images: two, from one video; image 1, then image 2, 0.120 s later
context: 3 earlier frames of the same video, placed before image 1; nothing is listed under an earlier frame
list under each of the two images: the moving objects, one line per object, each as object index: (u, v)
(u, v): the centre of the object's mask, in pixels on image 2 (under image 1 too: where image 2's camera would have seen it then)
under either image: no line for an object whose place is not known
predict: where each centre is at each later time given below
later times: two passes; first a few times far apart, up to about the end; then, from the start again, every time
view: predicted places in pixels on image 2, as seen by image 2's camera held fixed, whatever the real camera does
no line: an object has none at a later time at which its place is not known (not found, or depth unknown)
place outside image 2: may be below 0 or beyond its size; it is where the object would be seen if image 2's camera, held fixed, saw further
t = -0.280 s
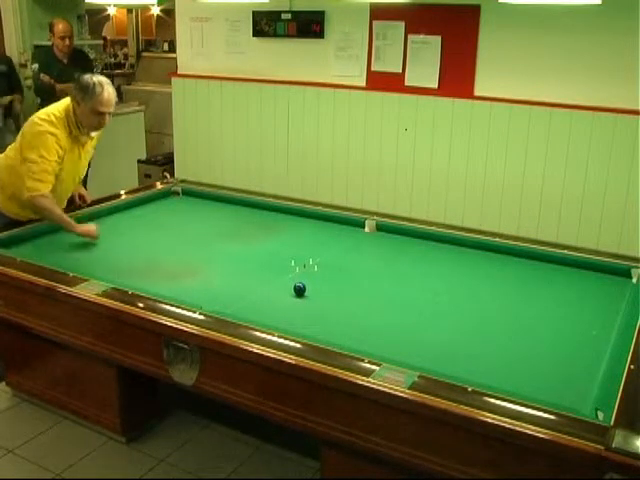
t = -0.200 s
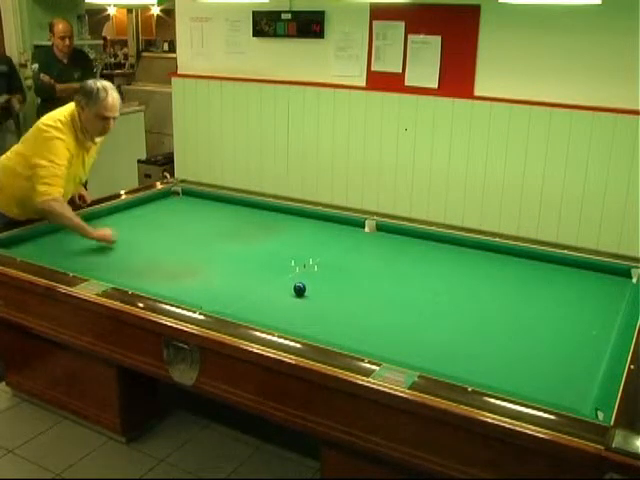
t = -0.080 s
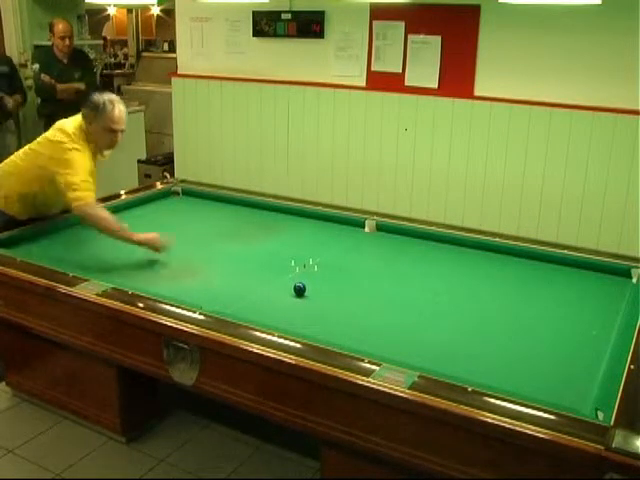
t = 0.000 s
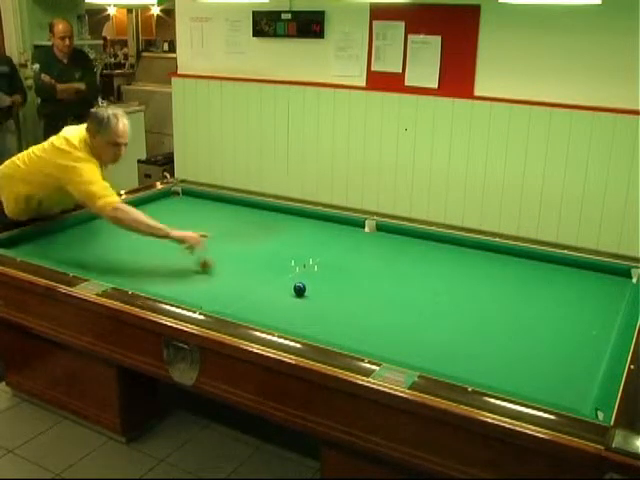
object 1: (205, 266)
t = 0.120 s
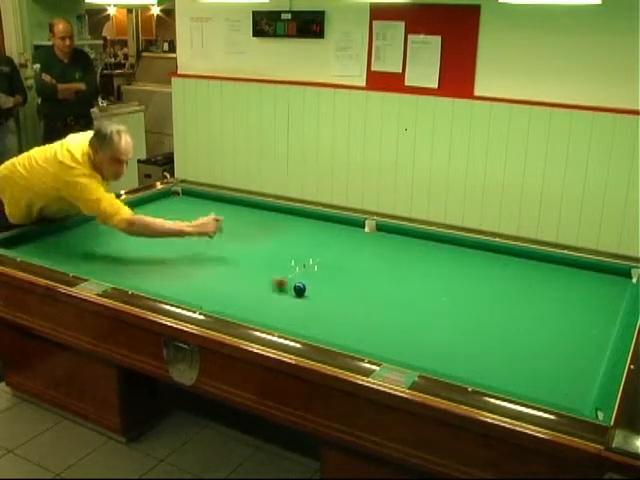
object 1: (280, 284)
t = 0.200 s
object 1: (295, 283)
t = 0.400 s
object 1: (318, 295)
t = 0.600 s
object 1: (342, 302)
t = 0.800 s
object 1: (367, 310)
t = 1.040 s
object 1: (398, 320)
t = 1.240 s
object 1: (425, 328)
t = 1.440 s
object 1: (452, 336)
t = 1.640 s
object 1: (480, 344)
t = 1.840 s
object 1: (509, 353)
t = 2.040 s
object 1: (539, 362)
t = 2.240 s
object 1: (570, 371)
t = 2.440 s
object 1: (592, 377)
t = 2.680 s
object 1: (569, 372)
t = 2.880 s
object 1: (551, 369)
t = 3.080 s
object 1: (534, 365)
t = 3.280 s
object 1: (518, 362)
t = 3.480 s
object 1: (503, 358)
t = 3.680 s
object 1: (489, 355)
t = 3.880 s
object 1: (475, 353)
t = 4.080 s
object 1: (463, 350)
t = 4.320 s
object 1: (448, 346)
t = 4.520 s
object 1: (437, 344)
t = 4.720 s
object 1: (427, 341)
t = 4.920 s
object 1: (417, 339)
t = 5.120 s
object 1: (407, 337)
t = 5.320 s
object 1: (399, 335)
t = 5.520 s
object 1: (391, 333)
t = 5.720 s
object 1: (384, 331)
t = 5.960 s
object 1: (376, 329)
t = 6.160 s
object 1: (370, 327)
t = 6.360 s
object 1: (364, 326)
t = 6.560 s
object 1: (358, 324)
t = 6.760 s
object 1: (354, 324)
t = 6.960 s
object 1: (349, 322)
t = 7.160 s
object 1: (345, 321)
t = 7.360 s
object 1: (341, 320)
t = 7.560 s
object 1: (337, 319)
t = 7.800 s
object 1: (334, 318)
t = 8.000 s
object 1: (332, 317)
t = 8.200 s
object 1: (331, 317)
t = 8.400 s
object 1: (330, 317)
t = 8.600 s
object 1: (329, 317)
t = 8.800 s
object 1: (330, 317)
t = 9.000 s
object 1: (330, 317)
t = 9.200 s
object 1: (330, 317)
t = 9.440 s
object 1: (330, 317)
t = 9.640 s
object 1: (330, 317)
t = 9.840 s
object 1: (330, 317)
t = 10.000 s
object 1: (330, 317)
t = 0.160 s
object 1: (290, 282)
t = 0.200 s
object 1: (295, 283)
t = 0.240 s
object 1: (299, 287)
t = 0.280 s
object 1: (304, 289)
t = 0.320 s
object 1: (308, 290)
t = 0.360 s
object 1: (313, 294)
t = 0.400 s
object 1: (318, 295)
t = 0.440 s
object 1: (322, 296)
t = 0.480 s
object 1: (327, 298)
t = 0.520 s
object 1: (332, 299)
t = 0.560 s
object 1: (337, 301)
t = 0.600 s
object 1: (342, 302)
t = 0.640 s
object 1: (346, 304)
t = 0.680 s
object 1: (352, 305)
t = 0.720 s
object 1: (357, 307)
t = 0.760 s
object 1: (362, 308)
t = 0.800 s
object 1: (367, 310)
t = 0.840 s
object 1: (372, 312)
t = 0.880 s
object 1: (377, 313)
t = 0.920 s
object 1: (382, 315)
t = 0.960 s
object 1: (388, 317)
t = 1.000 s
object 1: (392, 318)
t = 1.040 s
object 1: (398, 320)
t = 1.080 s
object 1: (403, 321)
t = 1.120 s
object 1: (408, 322)
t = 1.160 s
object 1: (414, 325)
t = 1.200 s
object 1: (419, 327)
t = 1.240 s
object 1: (425, 328)
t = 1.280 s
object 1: (430, 329)
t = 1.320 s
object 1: (435, 331)
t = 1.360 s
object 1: (440, 332)
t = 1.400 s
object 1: (446, 334)
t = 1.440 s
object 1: (452, 336)
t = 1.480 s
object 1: (457, 338)
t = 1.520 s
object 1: (463, 339)
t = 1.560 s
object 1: (469, 341)
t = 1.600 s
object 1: (474, 343)
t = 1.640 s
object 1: (480, 344)
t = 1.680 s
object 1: (486, 346)
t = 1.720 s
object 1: (492, 348)
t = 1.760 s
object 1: (498, 350)
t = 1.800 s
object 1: (503, 351)
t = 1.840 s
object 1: (509, 353)
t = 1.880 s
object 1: (515, 355)
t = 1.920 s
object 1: (521, 356)
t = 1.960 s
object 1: (527, 358)
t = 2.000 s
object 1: (533, 360)
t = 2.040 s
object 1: (539, 362)
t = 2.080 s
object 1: (545, 363)
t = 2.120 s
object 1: (551, 365)
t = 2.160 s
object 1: (557, 367)
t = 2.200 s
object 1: (563, 369)
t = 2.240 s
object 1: (570, 371)
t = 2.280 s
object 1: (576, 372)
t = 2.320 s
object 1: (582, 374)
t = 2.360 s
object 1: (588, 376)
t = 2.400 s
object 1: (594, 378)
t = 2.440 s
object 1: (592, 377)
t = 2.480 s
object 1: (588, 376)
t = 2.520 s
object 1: (584, 376)
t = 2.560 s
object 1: (580, 375)
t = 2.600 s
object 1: (577, 374)
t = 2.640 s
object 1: (573, 373)
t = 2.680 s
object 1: (569, 372)
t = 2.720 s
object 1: (565, 371)
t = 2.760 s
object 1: (562, 371)
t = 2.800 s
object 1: (558, 370)
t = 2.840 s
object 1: (555, 369)
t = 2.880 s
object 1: (551, 369)
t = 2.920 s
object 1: (548, 368)
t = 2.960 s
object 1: (544, 367)
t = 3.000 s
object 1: (541, 367)
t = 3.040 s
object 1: (538, 366)
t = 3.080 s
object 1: (534, 365)
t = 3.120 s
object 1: (531, 364)
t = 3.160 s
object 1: (528, 364)
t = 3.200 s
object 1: (524, 363)
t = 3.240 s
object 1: (521, 362)
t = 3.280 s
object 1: (518, 362)
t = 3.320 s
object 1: (515, 361)
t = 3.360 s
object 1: (512, 360)
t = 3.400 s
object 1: (509, 360)
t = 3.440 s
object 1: (506, 359)
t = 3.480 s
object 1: (503, 358)
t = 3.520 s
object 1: (500, 358)
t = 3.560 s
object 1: (497, 357)
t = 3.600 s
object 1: (494, 356)
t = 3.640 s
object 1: (492, 356)
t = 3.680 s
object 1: (489, 355)
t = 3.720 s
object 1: (486, 355)
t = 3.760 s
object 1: (483, 354)
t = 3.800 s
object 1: (481, 353)
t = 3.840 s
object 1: (478, 353)
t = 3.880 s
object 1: (475, 353)
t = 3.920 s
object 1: (473, 352)
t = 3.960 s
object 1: (470, 351)
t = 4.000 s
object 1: (467, 351)
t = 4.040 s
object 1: (465, 350)
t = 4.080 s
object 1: (463, 350)
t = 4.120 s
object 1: (460, 349)
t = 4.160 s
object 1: (458, 348)
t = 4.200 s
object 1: (455, 348)
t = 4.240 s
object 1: (453, 347)
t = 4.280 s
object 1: (451, 347)
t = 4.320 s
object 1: (448, 346)
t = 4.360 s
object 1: (446, 346)
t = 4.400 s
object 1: (444, 345)
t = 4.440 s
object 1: (441, 345)
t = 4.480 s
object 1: (439, 344)
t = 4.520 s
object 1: (437, 344)
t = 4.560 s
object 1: (435, 343)
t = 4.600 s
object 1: (433, 343)
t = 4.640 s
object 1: (431, 342)
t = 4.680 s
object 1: (429, 342)
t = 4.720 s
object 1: (427, 341)
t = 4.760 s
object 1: (425, 341)
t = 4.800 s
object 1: (423, 340)
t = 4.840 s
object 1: (421, 340)
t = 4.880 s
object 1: (419, 340)
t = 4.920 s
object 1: (417, 339)
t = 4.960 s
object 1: (415, 339)
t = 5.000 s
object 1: (413, 338)
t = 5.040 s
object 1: (411, 338)
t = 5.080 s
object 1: (409, 337)
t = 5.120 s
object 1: (407, 337)
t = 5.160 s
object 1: (406, 337)
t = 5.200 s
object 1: (404, 336)
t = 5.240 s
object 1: (402, 336)
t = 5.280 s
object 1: (400, 336)
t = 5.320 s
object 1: (399, 335)
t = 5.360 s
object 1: (397, 335)
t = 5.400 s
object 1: (395, 334)
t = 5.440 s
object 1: (394, 334)
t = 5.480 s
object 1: (393, 334)
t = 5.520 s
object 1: (391, 333)
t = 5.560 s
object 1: (389, 333)
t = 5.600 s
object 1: (388, 333)
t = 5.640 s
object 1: (386, 332)
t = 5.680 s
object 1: (385, 332)
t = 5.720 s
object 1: (384, 331)
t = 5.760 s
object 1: (382, 331)
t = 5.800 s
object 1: (381, 331)
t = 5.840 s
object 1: (380, 330)
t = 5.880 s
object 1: (378, 330)
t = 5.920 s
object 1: (377, 330)
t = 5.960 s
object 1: (376, 329)
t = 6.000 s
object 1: (374, 329)
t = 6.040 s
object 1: (373, 329)
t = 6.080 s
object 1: (372, 328)
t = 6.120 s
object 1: (371, 328)
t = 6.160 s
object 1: (370, 327)
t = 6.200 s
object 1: (369, 327)
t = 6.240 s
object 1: (367, 327)
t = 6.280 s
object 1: (366, 327)
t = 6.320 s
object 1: (365, 326)
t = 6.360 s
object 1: (364, 326)
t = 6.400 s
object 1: (363, 326)
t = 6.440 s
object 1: (362, 326)
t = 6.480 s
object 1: (360, 325)
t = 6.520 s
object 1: (360, 325)
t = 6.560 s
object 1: (358, 324)
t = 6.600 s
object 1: (358, 324)
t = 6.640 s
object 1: (357, 324)
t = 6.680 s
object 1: (356, 324)
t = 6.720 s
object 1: (355, 324)
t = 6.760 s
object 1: (354, 324)
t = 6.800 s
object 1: (353, 323)
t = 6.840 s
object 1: (352, 323)
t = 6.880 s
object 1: (351, 323)
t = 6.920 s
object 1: (350, 323)
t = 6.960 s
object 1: (349, 322)
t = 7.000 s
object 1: (349, 322)
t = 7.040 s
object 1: (348, 322)
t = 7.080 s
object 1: (347, 322)
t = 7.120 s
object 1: (346, 321)
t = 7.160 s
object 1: (345, 321)
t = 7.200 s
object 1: (344, 321)
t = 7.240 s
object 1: (343, 321)
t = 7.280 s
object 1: (343, 321)
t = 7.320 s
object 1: (342, 320)
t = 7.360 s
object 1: (341, 320)
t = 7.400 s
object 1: (340, 320)
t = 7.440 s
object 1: (340, 320)
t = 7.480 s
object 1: (339, 320)
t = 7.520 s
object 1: (338, 319)
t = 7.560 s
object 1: (337, 319)
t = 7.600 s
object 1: (337, 319)
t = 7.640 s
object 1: (337, 319)
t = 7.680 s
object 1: (336, 319)
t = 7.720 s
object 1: (335, 319)
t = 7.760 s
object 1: (335, 319)
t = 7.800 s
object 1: (334, 318)
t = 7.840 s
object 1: (334, 318)
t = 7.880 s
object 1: (333, 318)
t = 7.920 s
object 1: (333, 318)
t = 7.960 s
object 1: (333, 318)
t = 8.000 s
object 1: (332, 317)
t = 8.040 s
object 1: (332, 317)
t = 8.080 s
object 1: (332, 317)
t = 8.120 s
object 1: (331, 317)
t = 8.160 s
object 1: (331, 317)
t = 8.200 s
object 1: (331, 317)
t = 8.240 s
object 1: (331, 317)
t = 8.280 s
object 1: (331, 317)
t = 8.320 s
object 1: (330, 317)
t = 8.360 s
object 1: (330, 317)
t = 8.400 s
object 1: (330, 317)
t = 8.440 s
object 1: (330, 317)
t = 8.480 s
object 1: (330, 317)
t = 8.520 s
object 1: (330, 317)
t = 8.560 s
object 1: (329, 317)
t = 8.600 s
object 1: (329, 317)
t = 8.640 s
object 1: (330, 317)
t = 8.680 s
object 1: (329, 317)
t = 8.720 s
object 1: (329, 317)
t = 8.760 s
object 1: (329, 317)
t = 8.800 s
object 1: (330, 317)
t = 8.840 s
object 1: (330, 317)
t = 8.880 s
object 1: (330, 317)
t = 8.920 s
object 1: (330, 317)
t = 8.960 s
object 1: (330, 317)
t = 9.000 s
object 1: (330, 317)
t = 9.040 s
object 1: (330, 317)
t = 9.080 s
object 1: (330, 317)
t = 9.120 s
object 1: (330, 317)
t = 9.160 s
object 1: (330, 317)
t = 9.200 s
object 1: (330, 317)
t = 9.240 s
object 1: (330, 317)
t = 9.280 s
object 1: (330, 317)
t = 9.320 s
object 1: (330, 317)
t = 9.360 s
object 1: (330, 317)
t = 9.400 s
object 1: (330, 317)
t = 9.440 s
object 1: (330, 317)
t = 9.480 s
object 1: (330, 317)
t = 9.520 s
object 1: (330, 317)
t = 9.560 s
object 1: (330, 317)
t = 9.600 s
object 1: (330, 317)
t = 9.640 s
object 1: (330, 317)
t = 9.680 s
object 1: (330, 317)
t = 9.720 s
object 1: (330, 317)
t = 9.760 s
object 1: (330, 317)
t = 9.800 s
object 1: (330, 317)
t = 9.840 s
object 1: (330, 317)
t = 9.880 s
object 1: (330, 317)
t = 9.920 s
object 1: (330, 317)
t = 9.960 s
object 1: (330, 317)
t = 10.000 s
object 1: (330, 317)
